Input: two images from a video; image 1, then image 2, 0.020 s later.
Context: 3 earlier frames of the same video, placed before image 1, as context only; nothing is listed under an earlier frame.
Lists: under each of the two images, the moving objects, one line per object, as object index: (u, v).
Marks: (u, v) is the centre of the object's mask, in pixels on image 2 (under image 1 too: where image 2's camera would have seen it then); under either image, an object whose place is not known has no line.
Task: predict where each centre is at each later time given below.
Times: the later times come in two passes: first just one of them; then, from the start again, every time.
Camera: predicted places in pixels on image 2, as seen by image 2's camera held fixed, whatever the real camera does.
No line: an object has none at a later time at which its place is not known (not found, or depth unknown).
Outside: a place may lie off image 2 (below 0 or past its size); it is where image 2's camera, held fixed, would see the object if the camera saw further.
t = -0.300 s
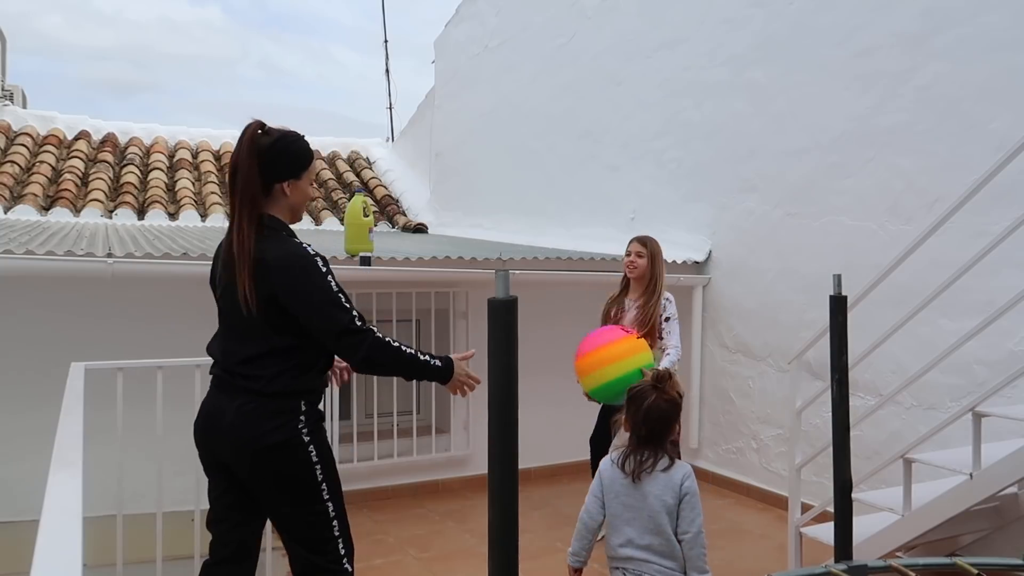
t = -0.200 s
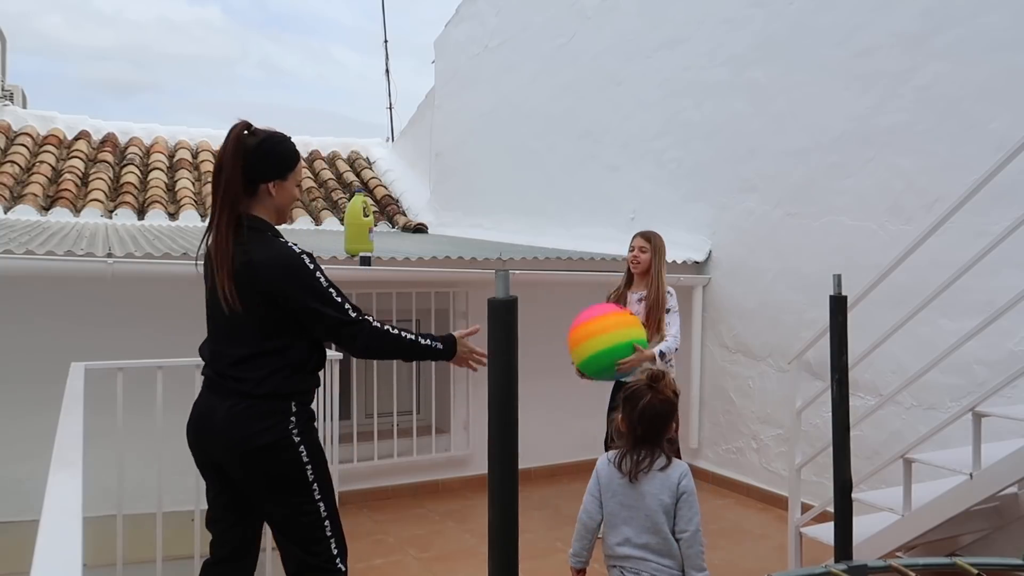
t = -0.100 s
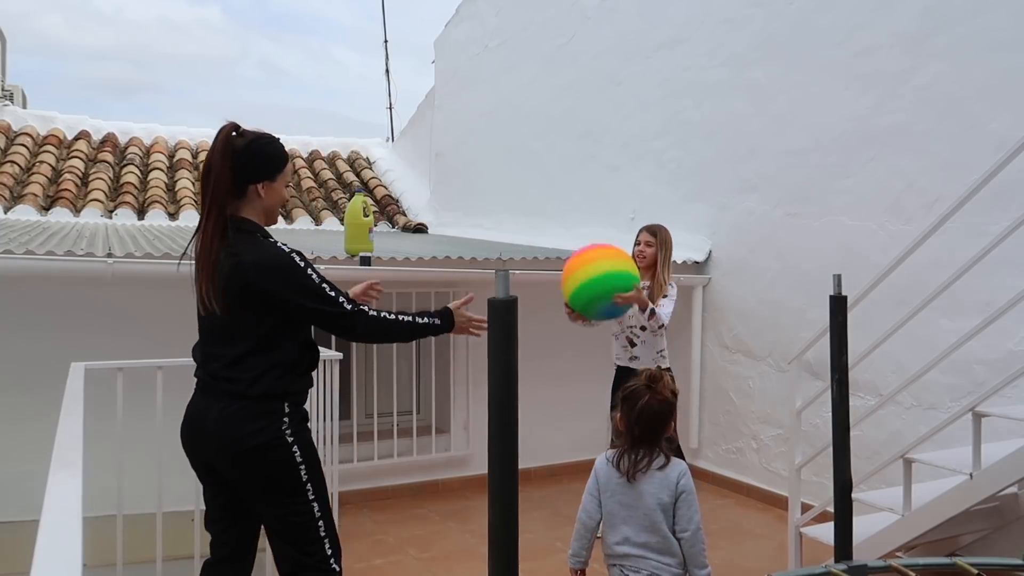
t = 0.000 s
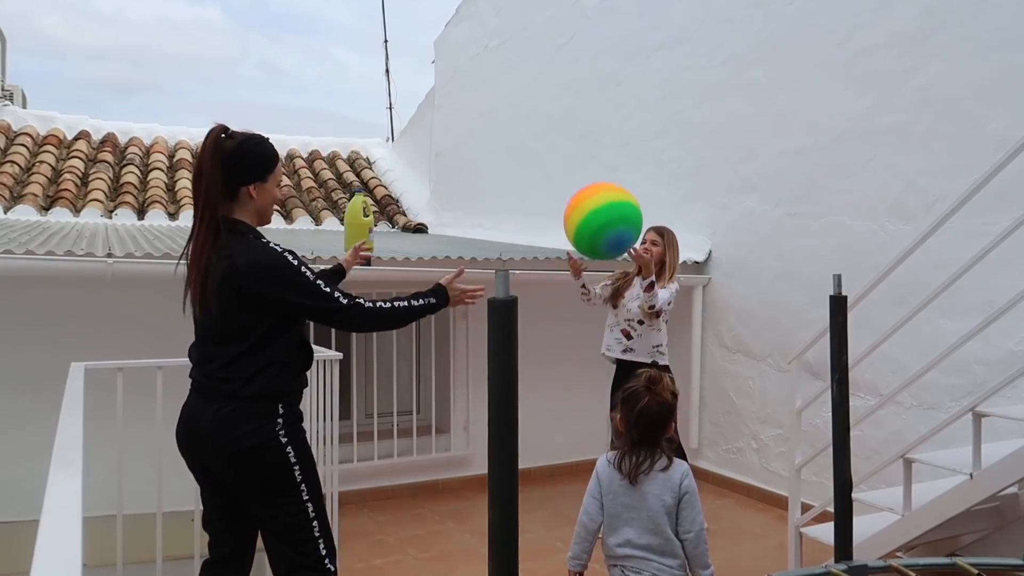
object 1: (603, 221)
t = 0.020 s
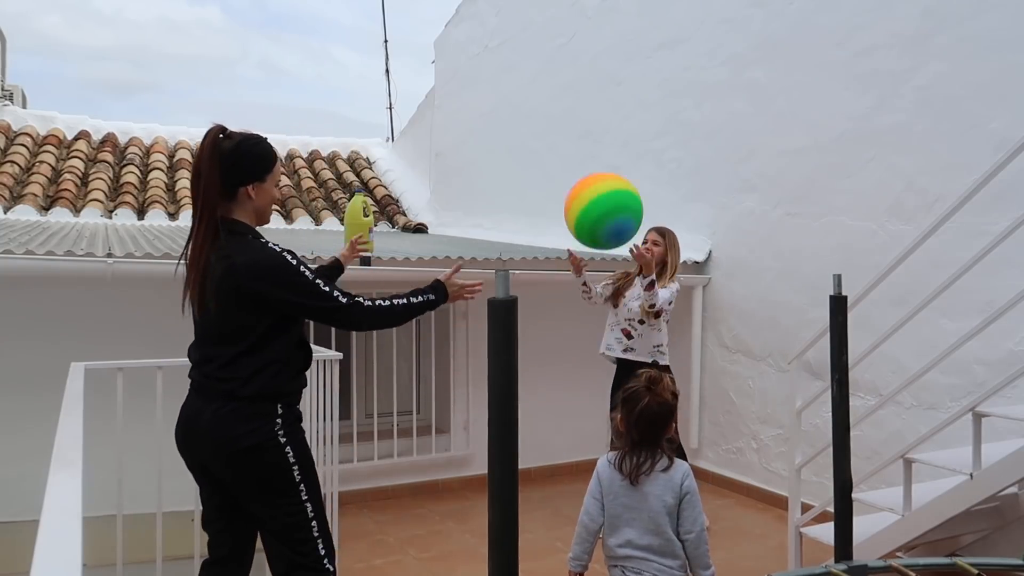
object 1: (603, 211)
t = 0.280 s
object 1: (611, 152)
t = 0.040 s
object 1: (604, 202)
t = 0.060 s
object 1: (605, 194)
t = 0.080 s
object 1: (605, 186)
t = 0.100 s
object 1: (606, 179)
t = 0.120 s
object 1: (606, 173)
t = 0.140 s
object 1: (607, 168)
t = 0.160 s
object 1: (607, 163)
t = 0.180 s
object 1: (608, 159)
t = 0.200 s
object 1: (609, 156)
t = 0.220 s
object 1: (609, 154)
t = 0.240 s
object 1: (610, 153)
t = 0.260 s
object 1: (610, 152)
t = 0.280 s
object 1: (611, 152)
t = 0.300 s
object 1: (611, 153)
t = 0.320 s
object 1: (612, 154)
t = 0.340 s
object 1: (613, 157)
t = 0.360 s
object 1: (613, 160)
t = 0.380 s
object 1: (614, 164)
